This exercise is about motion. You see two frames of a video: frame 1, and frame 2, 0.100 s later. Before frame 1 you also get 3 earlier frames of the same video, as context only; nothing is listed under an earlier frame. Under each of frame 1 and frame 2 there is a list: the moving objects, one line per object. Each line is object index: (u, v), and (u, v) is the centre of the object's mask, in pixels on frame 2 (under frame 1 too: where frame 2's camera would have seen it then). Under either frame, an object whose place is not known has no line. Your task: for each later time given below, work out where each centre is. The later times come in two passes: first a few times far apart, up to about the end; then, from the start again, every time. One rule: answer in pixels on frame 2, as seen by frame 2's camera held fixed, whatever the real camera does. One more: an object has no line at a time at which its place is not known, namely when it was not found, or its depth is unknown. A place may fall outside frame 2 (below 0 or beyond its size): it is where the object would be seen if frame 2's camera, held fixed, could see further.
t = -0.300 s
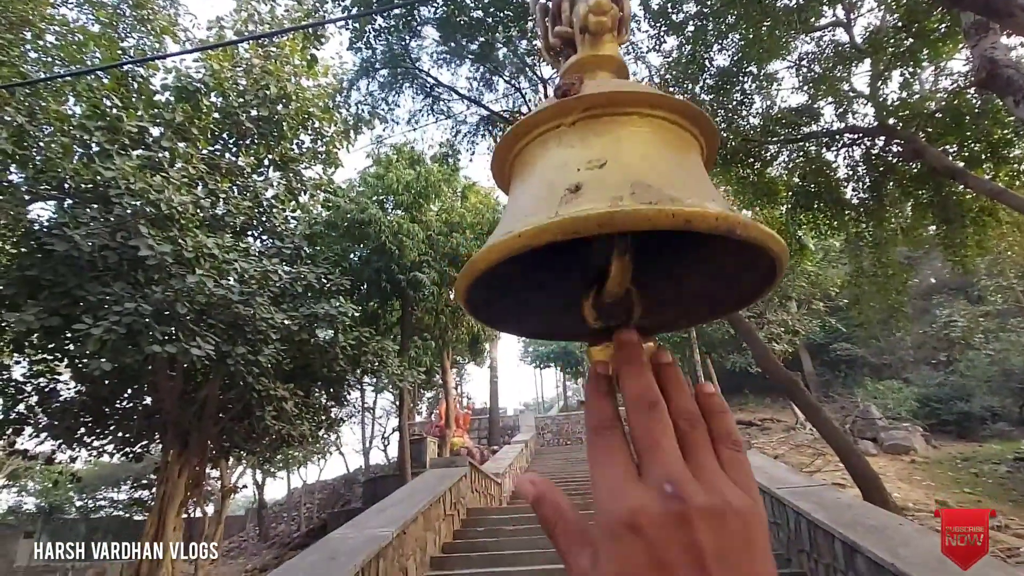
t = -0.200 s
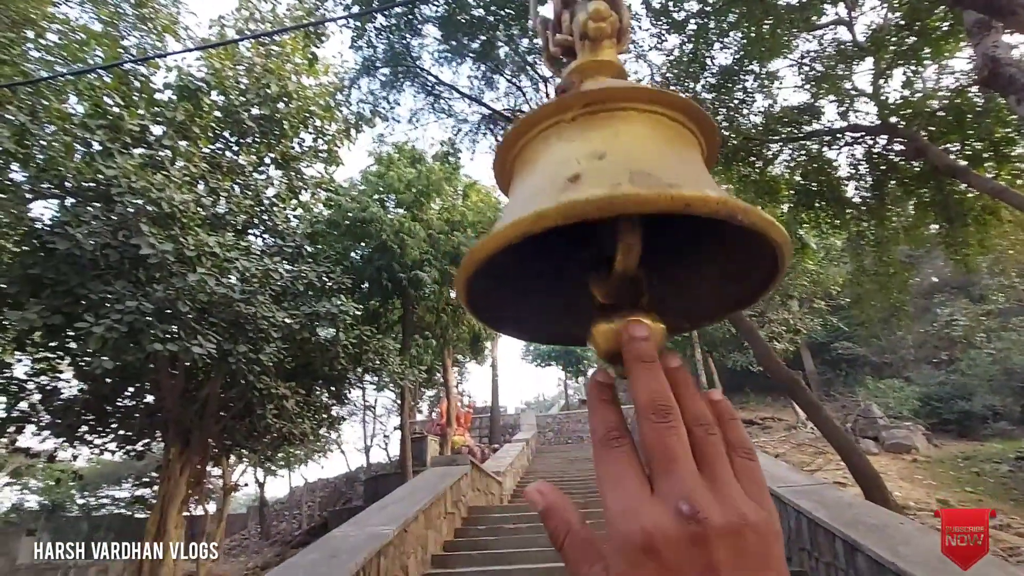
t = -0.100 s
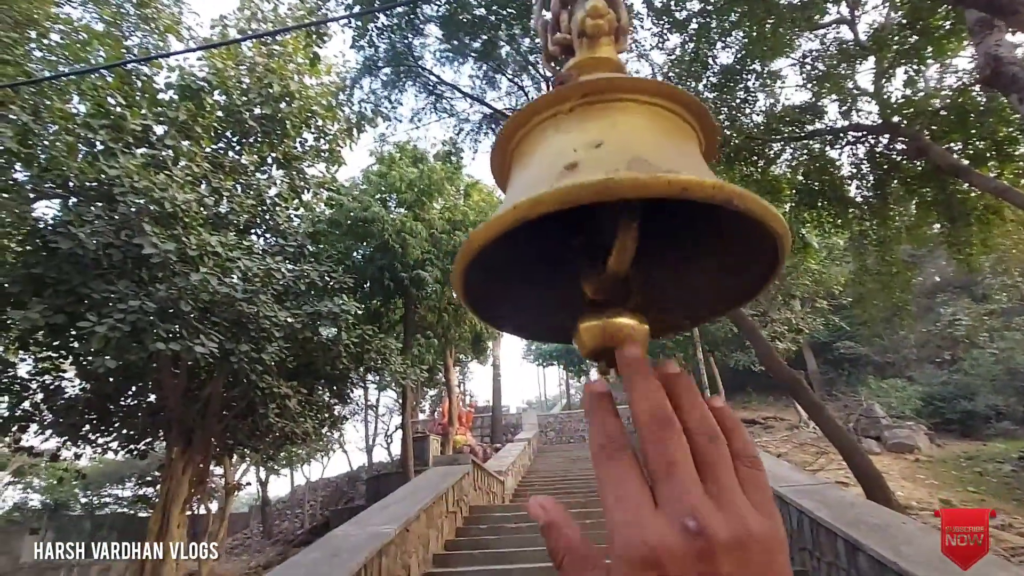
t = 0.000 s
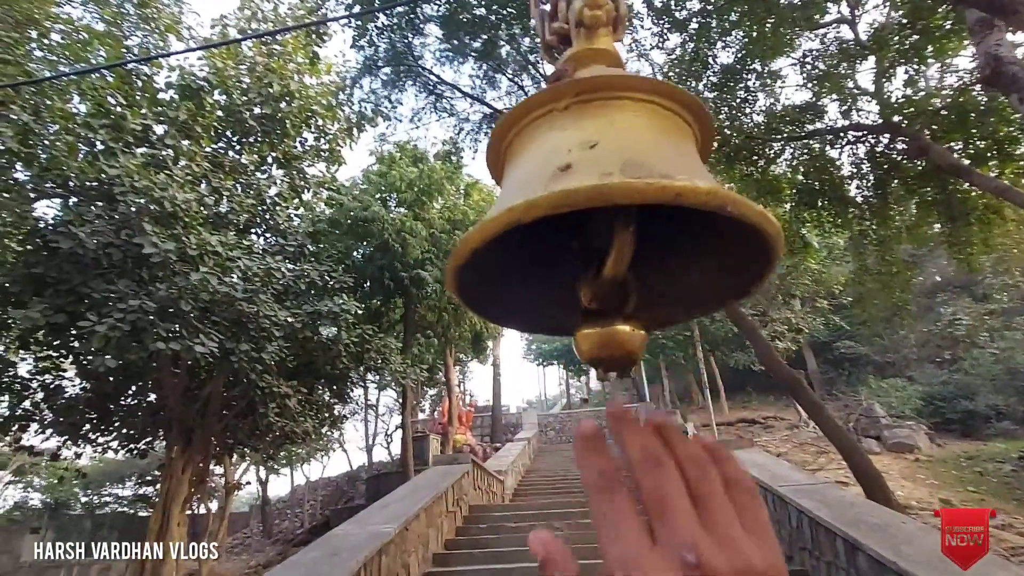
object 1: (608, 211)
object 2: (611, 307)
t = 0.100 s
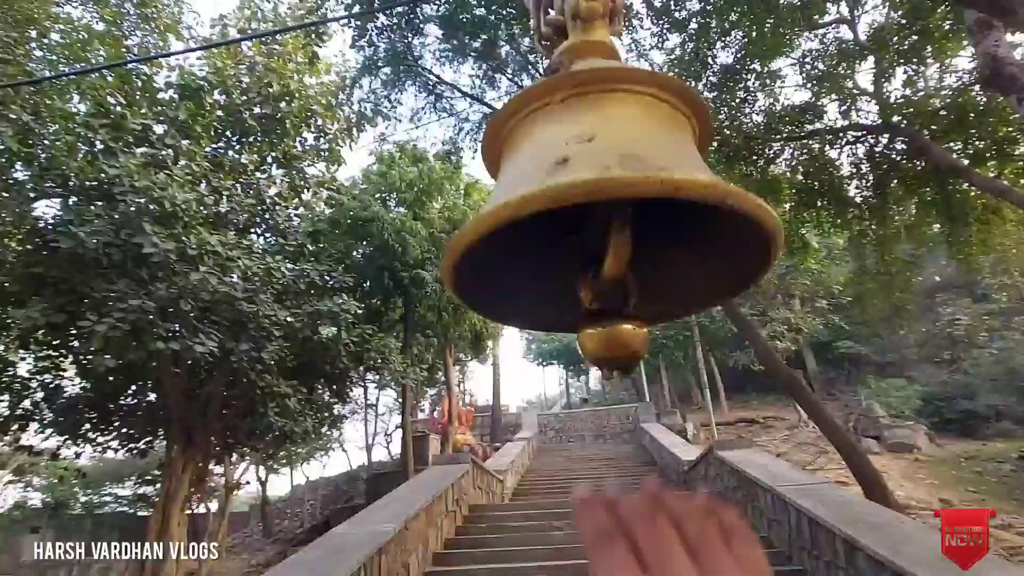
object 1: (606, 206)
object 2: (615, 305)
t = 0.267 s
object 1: (609, 197)
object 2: (612, 287)
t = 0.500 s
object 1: (607, 186)
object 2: (617, 274)
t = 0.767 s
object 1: (605, 173)
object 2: (592, 262)
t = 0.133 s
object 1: (607, 204)
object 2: (613, 302)
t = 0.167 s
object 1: (609, 203)
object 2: (614, 297)
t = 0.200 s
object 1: (609, 202)
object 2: (612, 297)
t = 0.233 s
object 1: (609, 200)
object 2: (609, 294)
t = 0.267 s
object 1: (609, 197)
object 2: (612, 287)
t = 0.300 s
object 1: (610, 195)
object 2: (609, 284)
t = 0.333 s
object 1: (609, 193)
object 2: (609, 281)
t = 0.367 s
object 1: (607, 191)
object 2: (609, 278)
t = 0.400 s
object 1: (607, 191)
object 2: (612, 278)
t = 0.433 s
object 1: (606, 189)
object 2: (614, 275)
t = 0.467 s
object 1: (606, 187)
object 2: (617, 274)
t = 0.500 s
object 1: (607, 186)
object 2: (617, 274)
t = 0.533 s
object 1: (606, 183)
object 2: (615, 271)
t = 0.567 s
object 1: (605, 181)
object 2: (611, 269)
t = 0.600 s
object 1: (606, 179)
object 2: (608, 265)
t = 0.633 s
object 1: (605, 176)
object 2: (603, 269)
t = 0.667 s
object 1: (605, 175)
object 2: (599, 268)
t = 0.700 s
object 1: (605, 174)
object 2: (595, 269)
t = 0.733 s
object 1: (605, 174)
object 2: (593, 266)
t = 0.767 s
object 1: (605, 173)
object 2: (592, 262)
